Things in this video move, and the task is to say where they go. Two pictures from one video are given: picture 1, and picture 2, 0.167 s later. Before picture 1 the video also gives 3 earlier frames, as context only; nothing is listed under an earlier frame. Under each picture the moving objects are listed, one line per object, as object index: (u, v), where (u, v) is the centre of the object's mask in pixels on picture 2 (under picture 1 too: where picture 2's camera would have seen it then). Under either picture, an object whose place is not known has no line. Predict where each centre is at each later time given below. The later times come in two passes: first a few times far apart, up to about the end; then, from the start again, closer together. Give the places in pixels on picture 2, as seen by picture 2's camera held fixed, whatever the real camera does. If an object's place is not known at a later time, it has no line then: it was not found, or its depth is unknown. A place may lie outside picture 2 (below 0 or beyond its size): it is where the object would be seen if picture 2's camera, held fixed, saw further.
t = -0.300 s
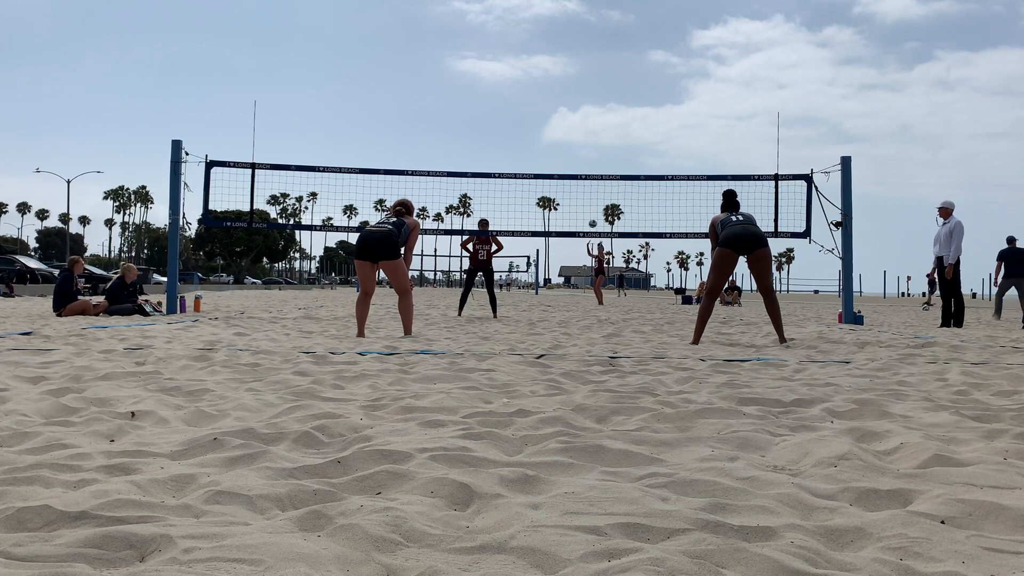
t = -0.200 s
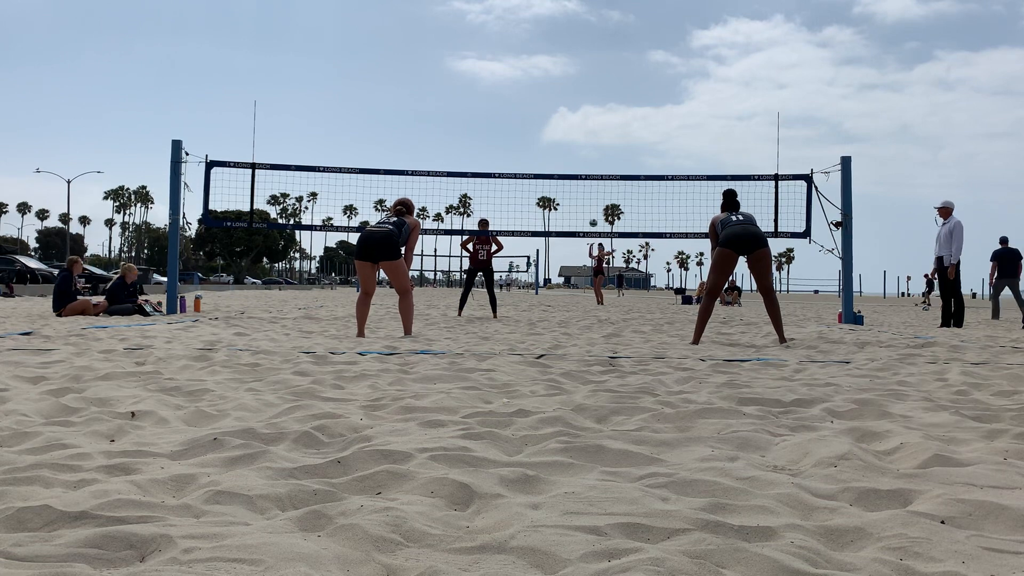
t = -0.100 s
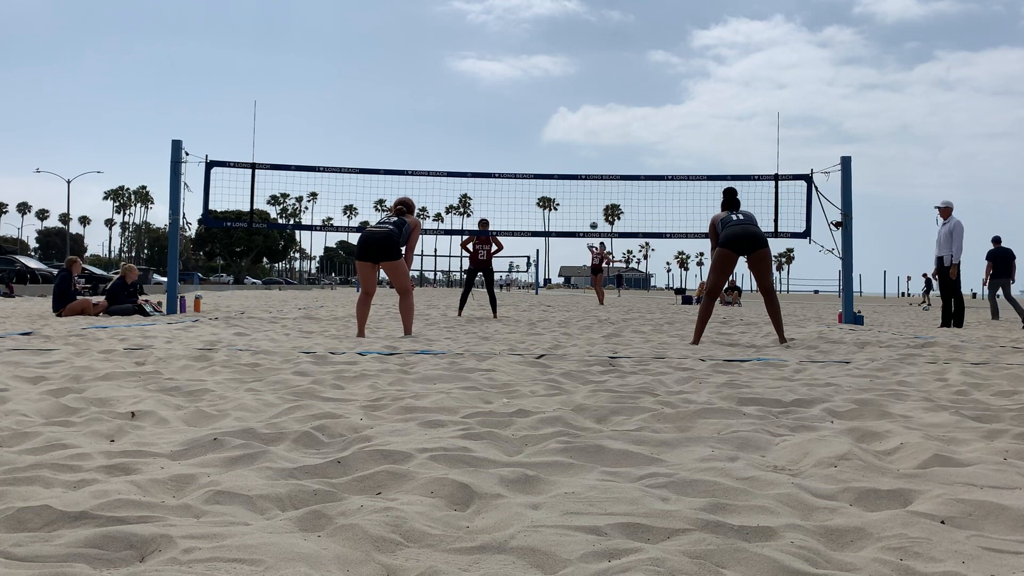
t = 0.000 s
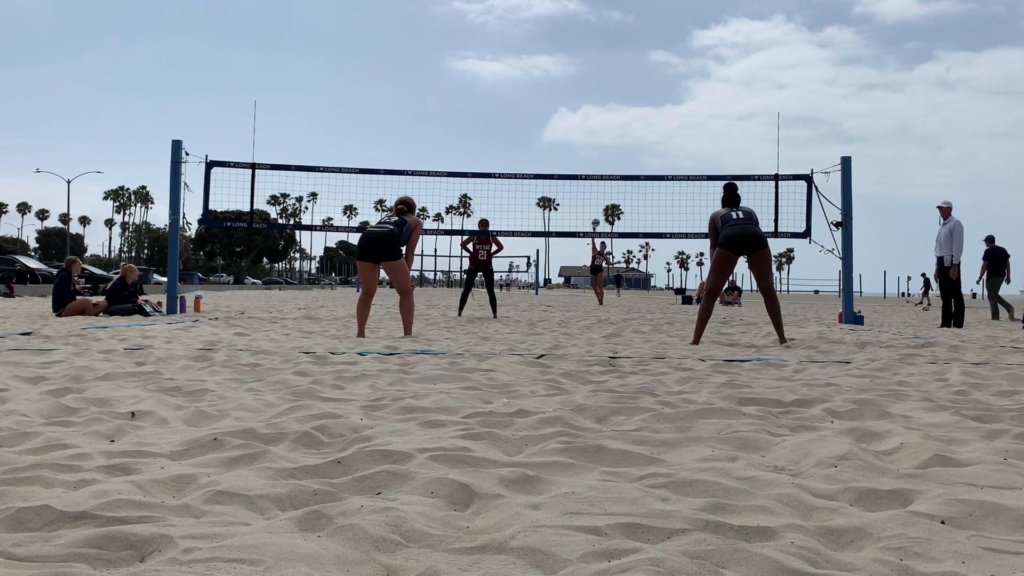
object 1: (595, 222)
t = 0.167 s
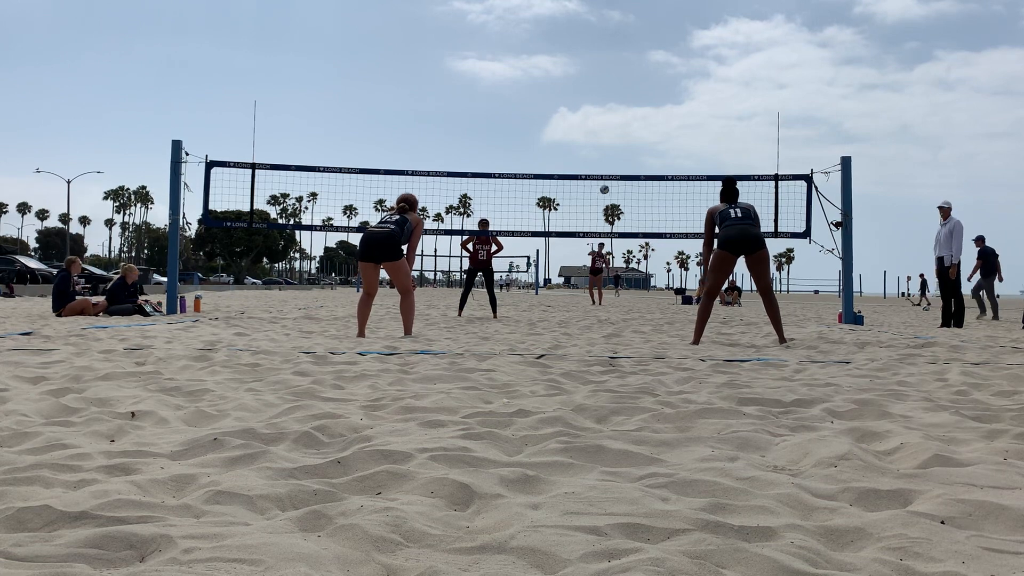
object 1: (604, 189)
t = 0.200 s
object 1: (606, 184)
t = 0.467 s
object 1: (621, 149)
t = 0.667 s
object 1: (636, 143)
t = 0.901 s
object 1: (660, 170)
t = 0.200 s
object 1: (606, 184)
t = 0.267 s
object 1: (610, 171)
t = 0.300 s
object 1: (611, 168)
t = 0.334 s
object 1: (613, 163)
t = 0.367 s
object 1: (615, 159)
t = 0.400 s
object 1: (617, 155)
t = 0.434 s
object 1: (619, 152)
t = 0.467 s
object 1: (621, 149)
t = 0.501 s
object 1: (623, 146)
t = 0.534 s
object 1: (625, 145)
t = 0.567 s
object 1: (628, 144)
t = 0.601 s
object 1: (630, 143)
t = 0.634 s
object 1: (633, 143)
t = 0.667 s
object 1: (636, 143)
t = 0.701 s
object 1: (639, 144)
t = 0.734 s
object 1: (642, 146)
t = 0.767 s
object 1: (645, 149)
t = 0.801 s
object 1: (649, 152)
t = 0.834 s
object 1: (652, 157)
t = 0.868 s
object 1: (656, 163)
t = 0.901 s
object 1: (660, 170)
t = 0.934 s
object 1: (664, 179)
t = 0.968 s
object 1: (669, 189)
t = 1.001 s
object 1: (674, 202)
